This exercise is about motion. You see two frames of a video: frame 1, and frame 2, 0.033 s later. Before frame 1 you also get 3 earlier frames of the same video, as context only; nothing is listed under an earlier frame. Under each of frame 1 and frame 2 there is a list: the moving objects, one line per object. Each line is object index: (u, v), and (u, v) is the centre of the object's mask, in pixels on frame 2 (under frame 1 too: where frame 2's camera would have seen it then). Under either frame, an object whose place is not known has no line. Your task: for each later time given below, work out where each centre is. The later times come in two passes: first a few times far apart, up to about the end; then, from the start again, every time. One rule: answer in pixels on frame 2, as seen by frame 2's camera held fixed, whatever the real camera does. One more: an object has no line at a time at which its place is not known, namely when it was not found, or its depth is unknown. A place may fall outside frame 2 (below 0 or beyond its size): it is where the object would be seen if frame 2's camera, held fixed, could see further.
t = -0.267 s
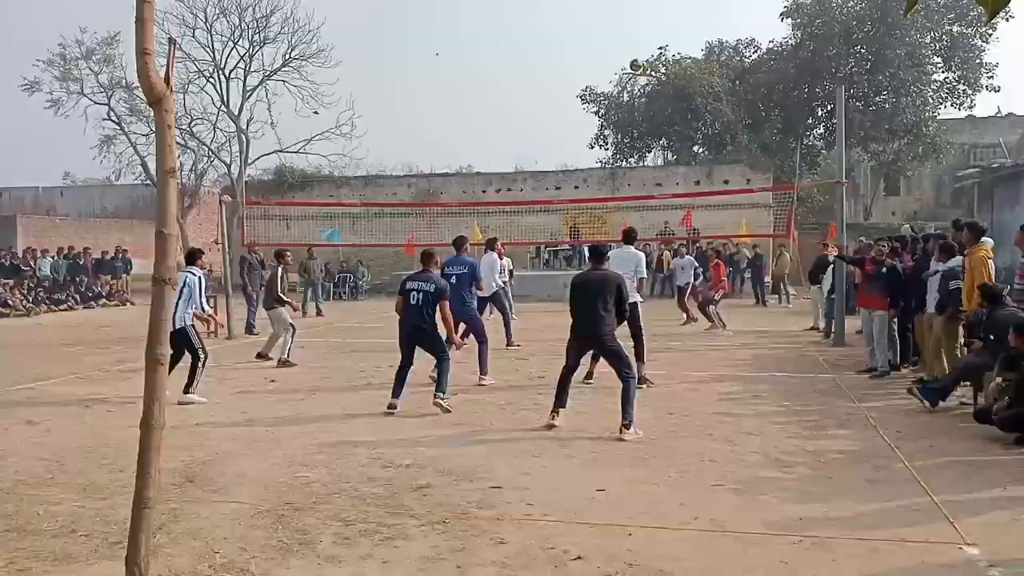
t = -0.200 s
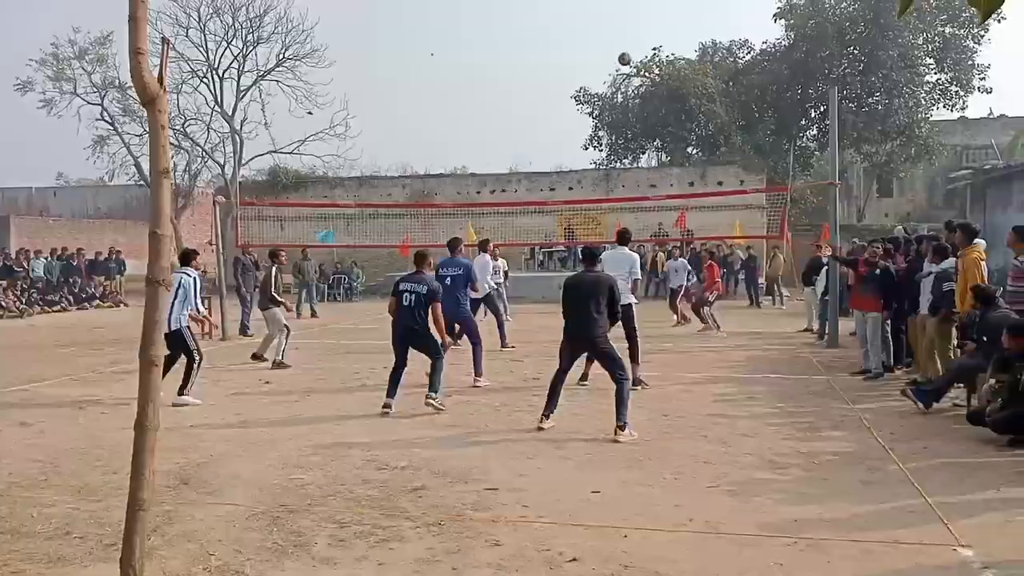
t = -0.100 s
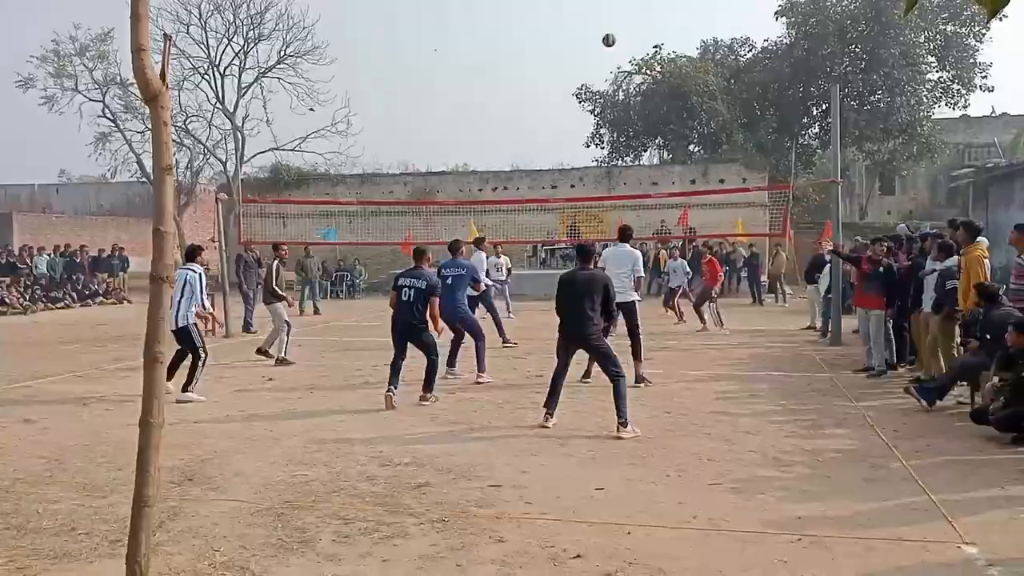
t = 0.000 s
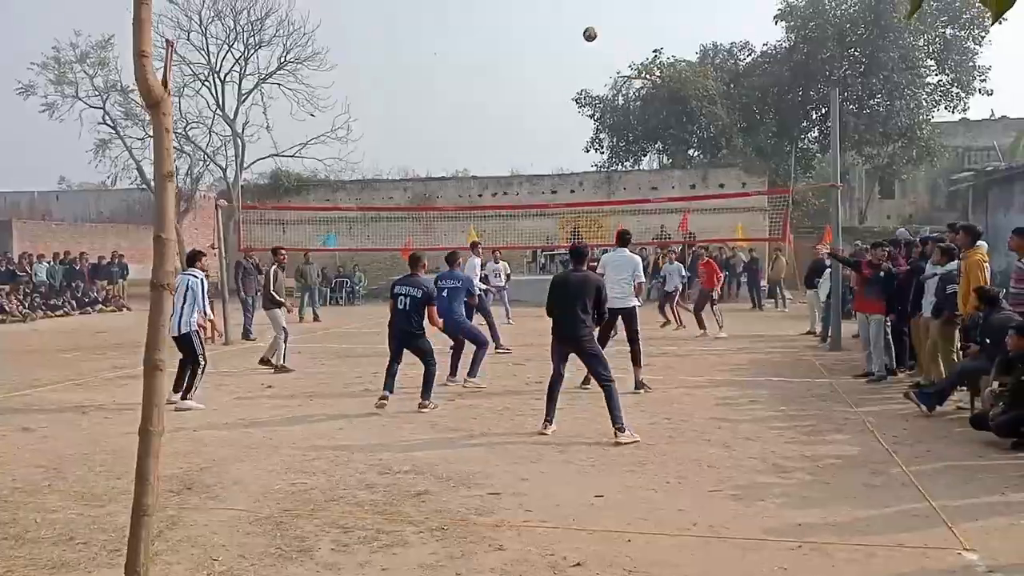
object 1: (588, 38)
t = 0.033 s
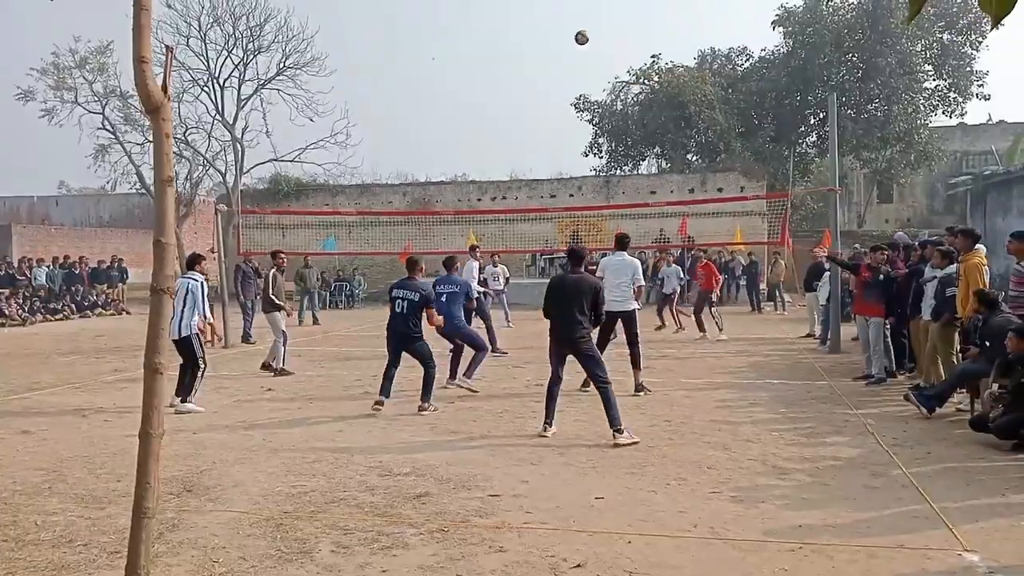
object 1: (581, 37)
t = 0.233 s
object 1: (536, 46)
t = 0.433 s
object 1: (481, 92)
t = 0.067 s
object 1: (574, 37)
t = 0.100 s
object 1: (567, 36)
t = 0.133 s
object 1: (560, 37)
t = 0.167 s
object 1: (552, 39)
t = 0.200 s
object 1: (544, 42)
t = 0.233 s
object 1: (536, 46)
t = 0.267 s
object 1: (527, 50)
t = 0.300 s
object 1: (519, 56)
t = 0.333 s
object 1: (510, 62)
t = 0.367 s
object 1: (500, 71)
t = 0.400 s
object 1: (490, 81)
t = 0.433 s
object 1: (481, 92)
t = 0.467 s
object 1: (470, 106)
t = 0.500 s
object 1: (460, 120)
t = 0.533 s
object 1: (449, 136)
